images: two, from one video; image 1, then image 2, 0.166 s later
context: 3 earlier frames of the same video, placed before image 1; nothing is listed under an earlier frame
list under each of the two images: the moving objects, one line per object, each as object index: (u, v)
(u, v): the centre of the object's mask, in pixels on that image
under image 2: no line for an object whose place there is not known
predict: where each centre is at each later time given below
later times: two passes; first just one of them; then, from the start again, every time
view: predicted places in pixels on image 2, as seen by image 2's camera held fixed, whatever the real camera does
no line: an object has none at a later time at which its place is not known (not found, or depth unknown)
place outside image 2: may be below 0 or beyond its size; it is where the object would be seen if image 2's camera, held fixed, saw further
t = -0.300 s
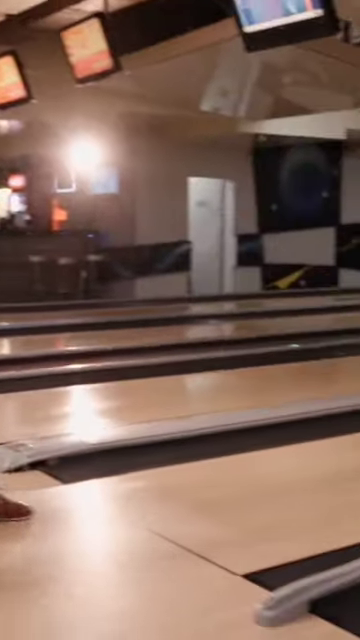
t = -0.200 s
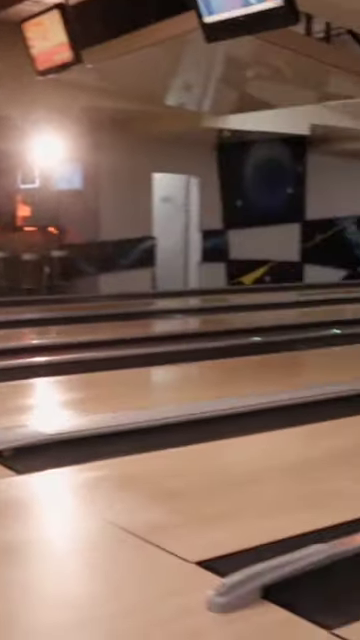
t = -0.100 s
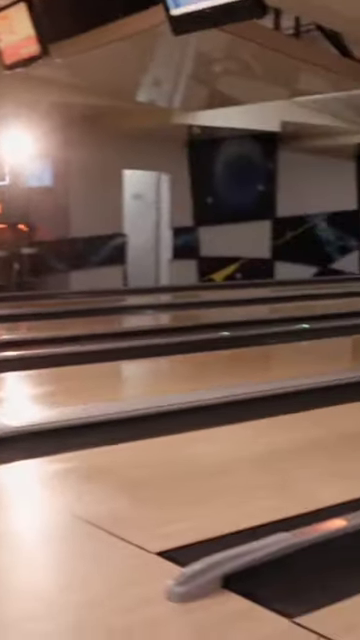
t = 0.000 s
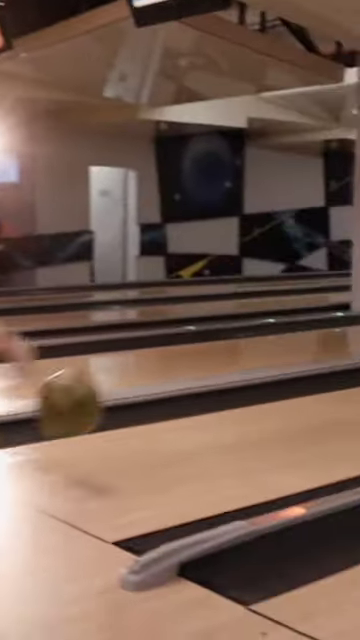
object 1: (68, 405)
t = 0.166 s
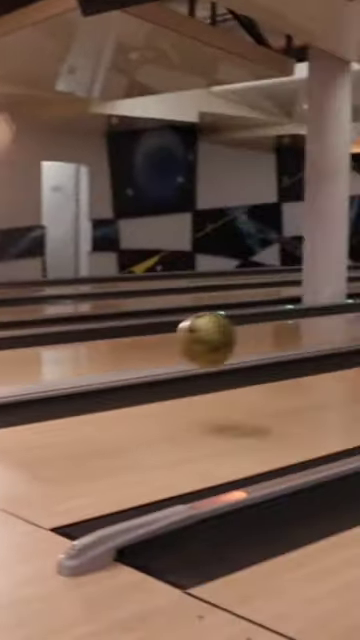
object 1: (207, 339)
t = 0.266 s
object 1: (289, 330)
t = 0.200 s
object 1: (236, 335)
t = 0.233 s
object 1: (263, 332)
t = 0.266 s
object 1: (289, 330)
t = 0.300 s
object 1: (313, 329)
